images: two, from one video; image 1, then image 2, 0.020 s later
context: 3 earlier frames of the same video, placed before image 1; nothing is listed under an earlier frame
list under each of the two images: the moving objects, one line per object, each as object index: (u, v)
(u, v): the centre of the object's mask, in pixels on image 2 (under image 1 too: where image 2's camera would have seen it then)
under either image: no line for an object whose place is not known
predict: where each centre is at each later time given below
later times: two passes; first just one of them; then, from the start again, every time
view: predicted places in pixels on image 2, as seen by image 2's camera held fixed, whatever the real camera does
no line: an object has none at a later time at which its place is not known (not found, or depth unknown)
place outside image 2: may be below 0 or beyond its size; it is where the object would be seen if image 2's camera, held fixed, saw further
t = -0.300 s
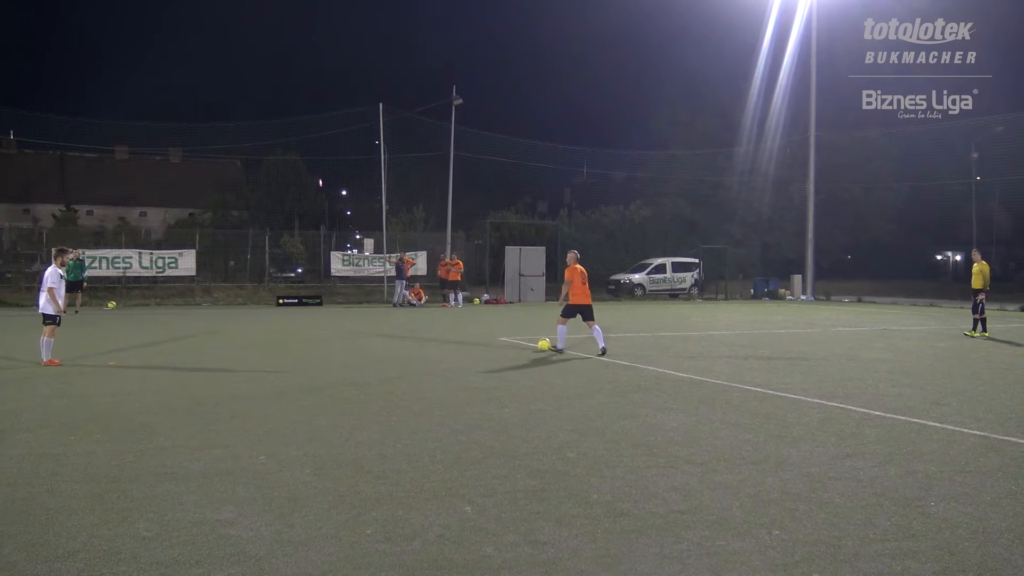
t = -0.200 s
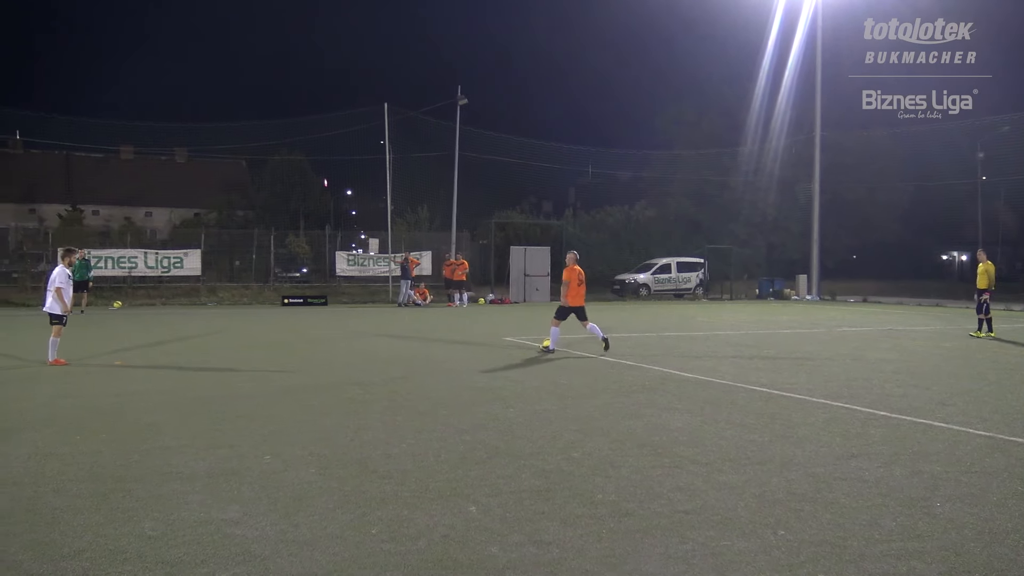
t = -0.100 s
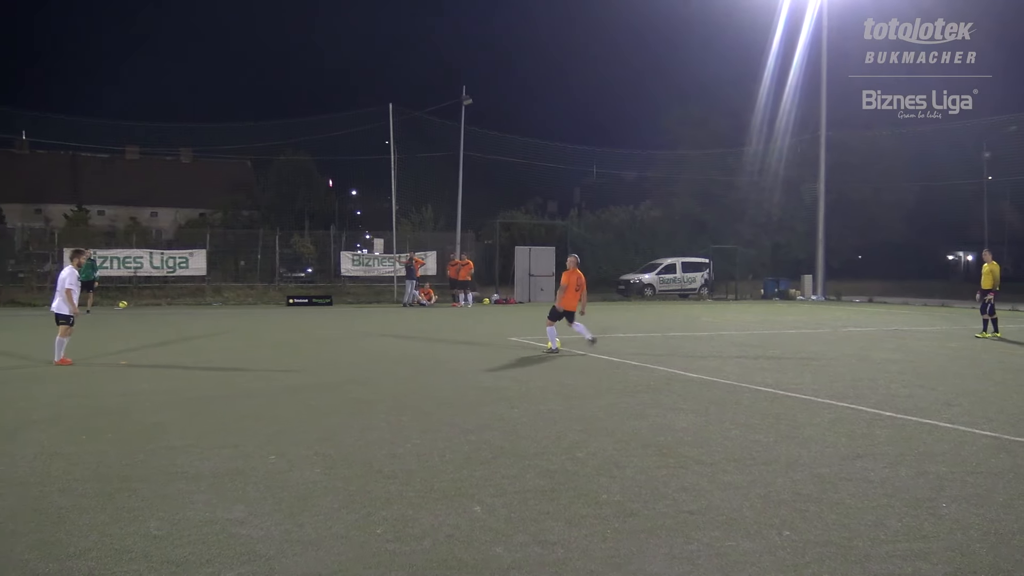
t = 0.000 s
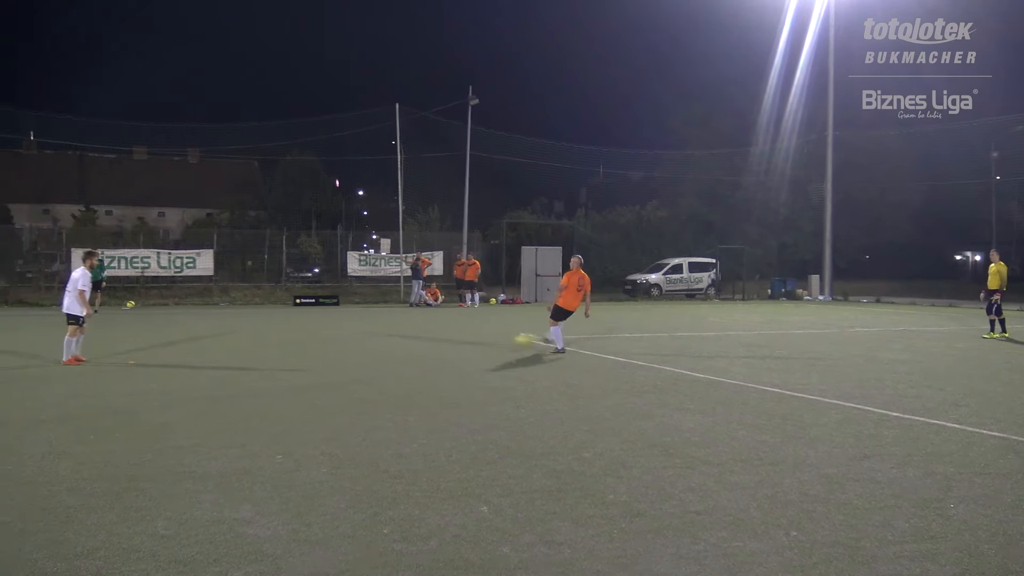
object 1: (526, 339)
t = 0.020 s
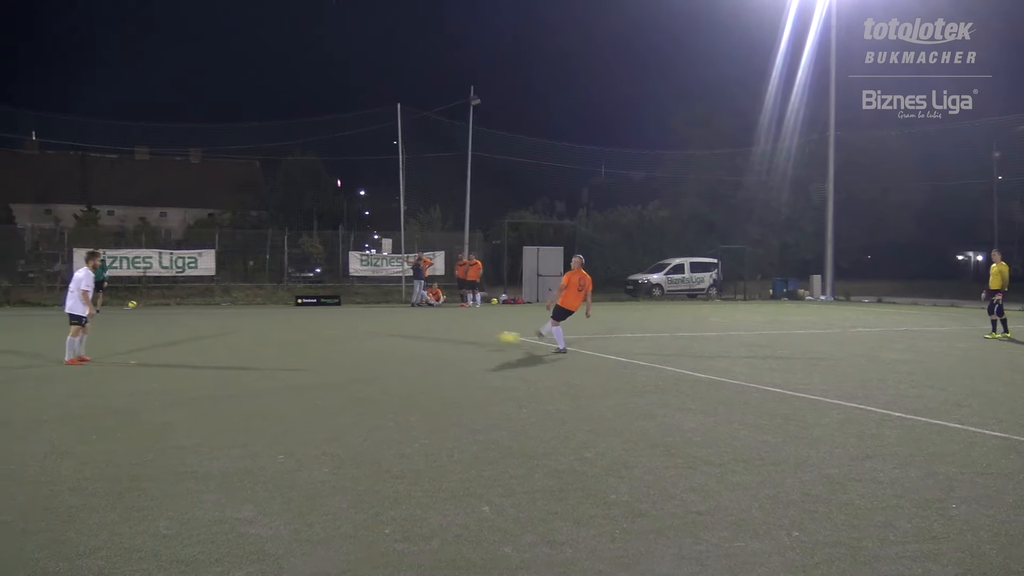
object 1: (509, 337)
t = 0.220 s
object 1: (347, 329)
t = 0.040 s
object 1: (492, 335)
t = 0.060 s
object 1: (475, 334)
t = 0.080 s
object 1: (458, 333)
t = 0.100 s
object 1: (441, 331)
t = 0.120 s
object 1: (425, 331)
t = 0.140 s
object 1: (409, 330)
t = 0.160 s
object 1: (393, 329)
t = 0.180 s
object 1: (378, 329)
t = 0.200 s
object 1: (363, 329)
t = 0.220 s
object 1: (347, 329)
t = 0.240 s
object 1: (333, 330)
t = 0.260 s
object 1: (317, 331)
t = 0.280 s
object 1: (303, 332)
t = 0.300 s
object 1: (288, 334)
